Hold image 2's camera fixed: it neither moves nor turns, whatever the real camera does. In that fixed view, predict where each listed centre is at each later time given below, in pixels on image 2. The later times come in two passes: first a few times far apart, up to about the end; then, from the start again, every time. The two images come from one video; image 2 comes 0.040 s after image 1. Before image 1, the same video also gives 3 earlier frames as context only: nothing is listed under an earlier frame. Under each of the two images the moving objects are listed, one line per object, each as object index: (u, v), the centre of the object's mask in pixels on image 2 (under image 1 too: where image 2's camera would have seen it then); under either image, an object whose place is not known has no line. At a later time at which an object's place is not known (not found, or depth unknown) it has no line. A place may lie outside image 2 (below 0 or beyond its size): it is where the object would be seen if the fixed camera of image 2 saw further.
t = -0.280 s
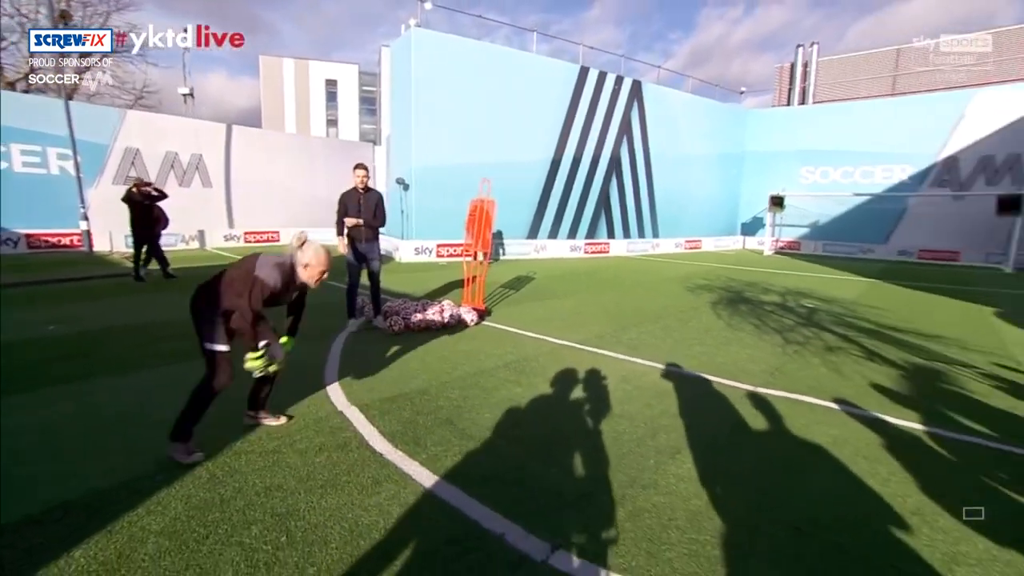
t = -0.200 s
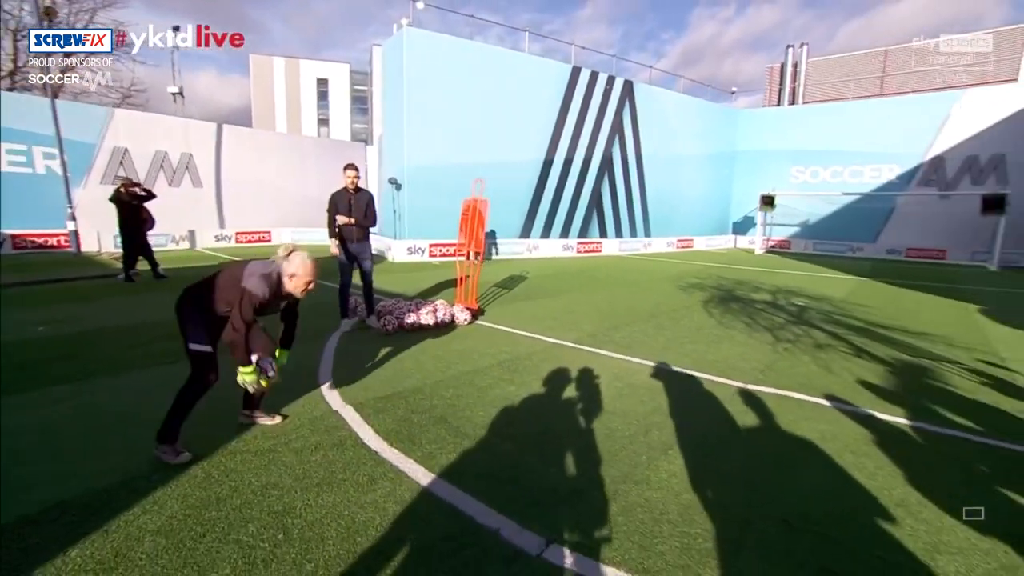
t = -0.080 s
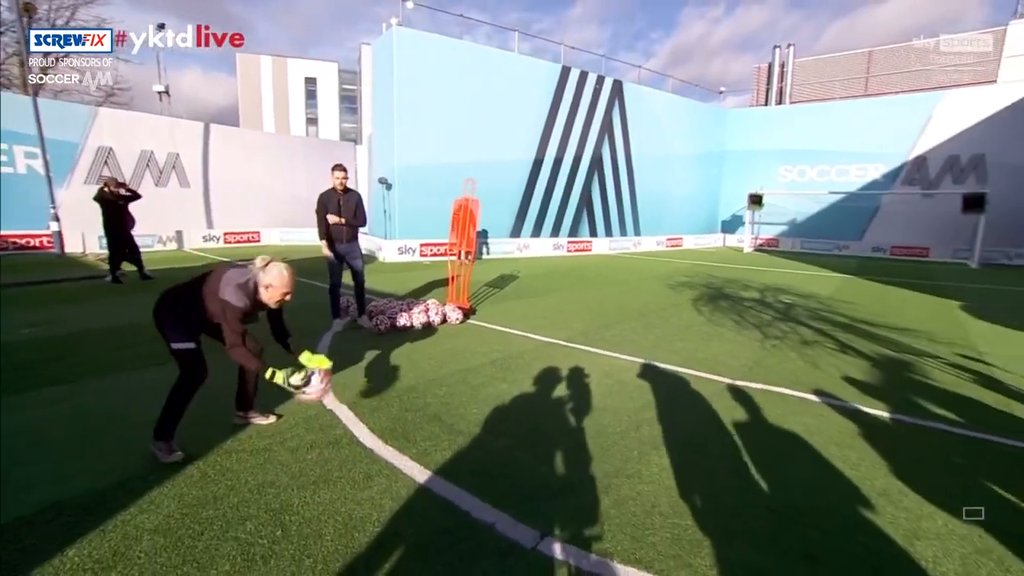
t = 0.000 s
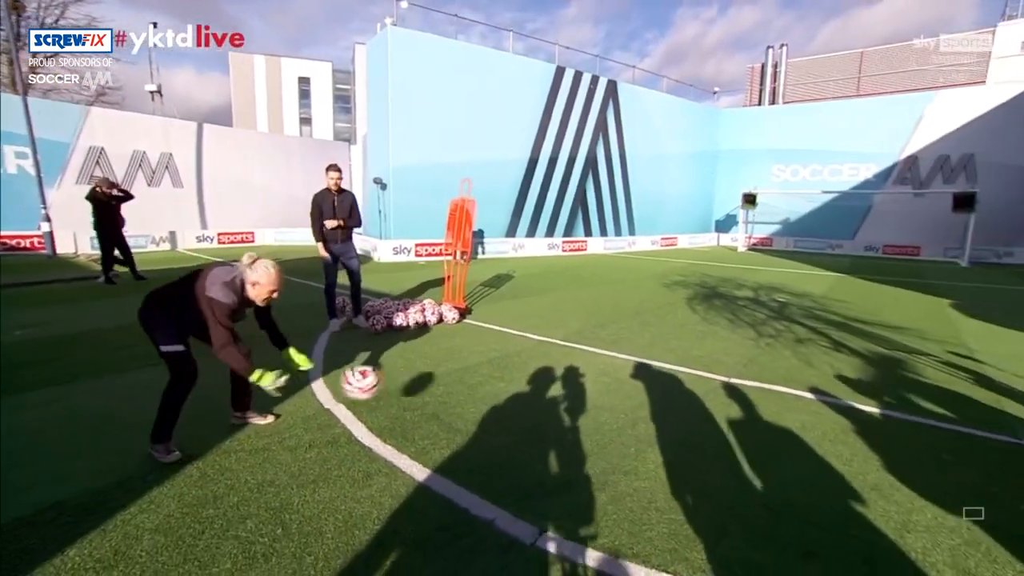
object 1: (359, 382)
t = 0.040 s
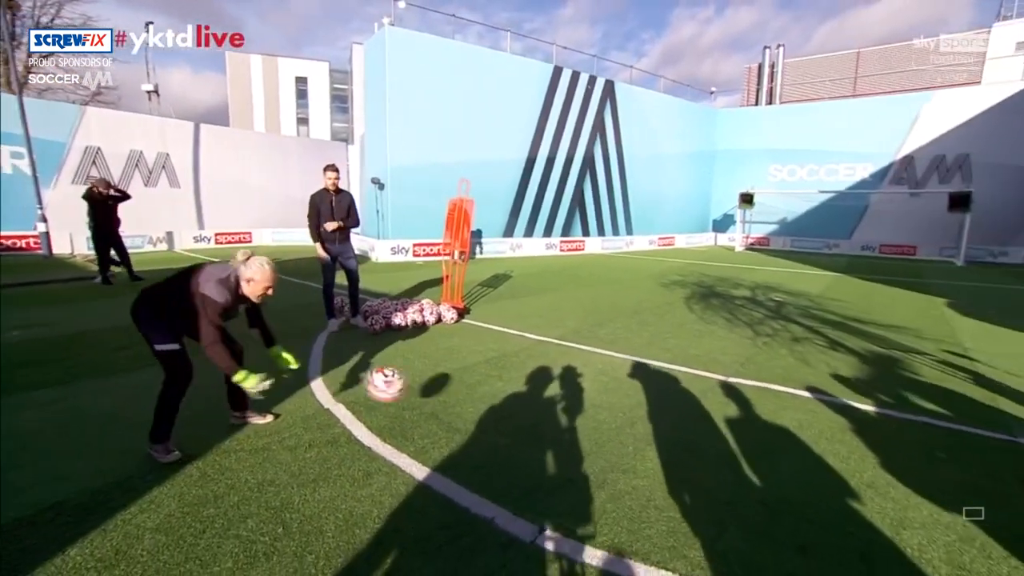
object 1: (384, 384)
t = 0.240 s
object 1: (512, 429)
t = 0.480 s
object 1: (588, 412)
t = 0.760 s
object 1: (635, 420)
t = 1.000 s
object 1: (652, 430)
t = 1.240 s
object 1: (671, 438)
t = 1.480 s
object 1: (695, 443)
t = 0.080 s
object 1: (411, 389)
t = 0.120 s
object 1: (437, 396)
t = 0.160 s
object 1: (460, 404)
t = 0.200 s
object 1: (487, 414)
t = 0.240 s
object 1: (512, 429)
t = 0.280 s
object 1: (527, 424)
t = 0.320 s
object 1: (540, 416)
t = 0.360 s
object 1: (553, 413)
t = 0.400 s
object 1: (567, 408)
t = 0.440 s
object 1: (578, 409)
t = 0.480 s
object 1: (588, 412)
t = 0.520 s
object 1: (600, 416)
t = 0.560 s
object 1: (610, 422)
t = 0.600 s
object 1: (621, 431)
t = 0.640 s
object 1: (625, 428)
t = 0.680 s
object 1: (629, 422)
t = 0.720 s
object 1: (632, 420)
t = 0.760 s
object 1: (635, 420)
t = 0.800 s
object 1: (637, 422)
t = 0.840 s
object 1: (639, 427)
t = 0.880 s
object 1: (641, 434)
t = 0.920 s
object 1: (645, 434)
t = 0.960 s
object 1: (648, 430)
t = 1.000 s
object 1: (652, 430)
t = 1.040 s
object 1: (655, 432)
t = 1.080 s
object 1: (658, 436)
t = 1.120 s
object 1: (661, 437)
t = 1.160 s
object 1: (664, 435)
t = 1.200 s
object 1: (667, 436)
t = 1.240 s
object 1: (671, 438)
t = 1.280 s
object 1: (675, 439)
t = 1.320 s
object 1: (679, 439)
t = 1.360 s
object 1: (682, 441)
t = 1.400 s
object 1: (687, 441)
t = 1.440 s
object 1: (691, 442)
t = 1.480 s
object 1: (695, 443)
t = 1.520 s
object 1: (699, 443)
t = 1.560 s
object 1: (703, 443)
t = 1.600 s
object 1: (706, 444)
